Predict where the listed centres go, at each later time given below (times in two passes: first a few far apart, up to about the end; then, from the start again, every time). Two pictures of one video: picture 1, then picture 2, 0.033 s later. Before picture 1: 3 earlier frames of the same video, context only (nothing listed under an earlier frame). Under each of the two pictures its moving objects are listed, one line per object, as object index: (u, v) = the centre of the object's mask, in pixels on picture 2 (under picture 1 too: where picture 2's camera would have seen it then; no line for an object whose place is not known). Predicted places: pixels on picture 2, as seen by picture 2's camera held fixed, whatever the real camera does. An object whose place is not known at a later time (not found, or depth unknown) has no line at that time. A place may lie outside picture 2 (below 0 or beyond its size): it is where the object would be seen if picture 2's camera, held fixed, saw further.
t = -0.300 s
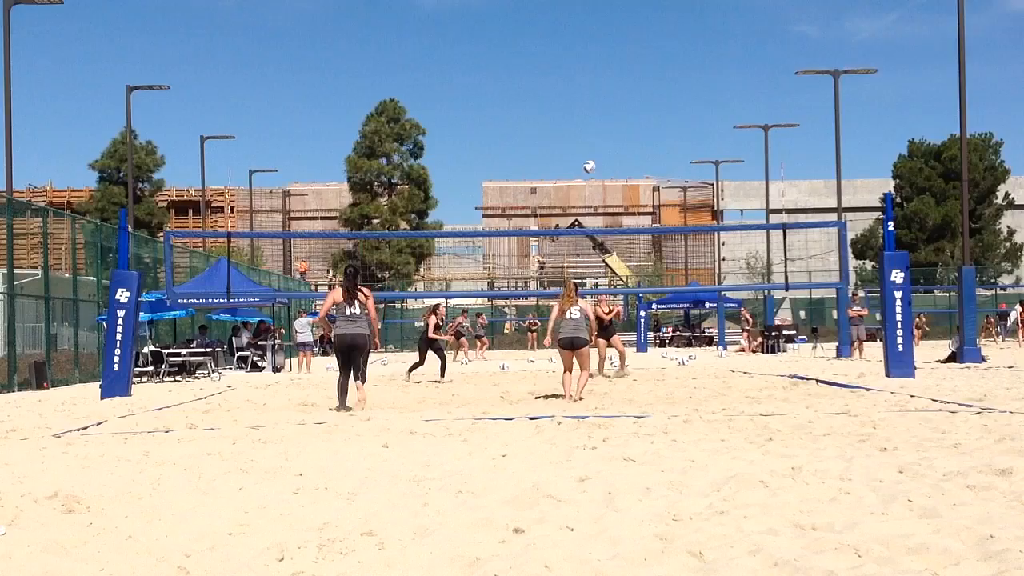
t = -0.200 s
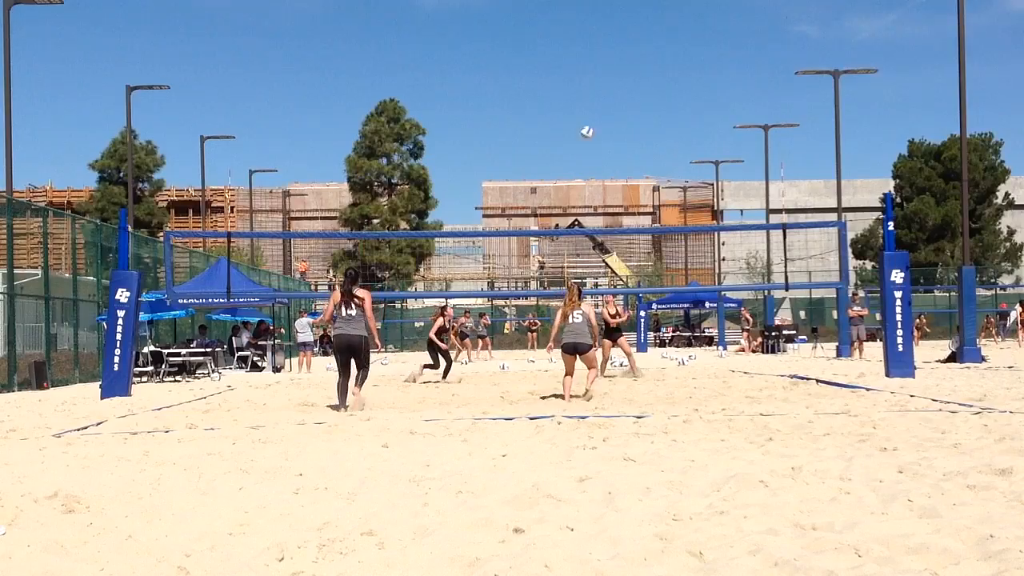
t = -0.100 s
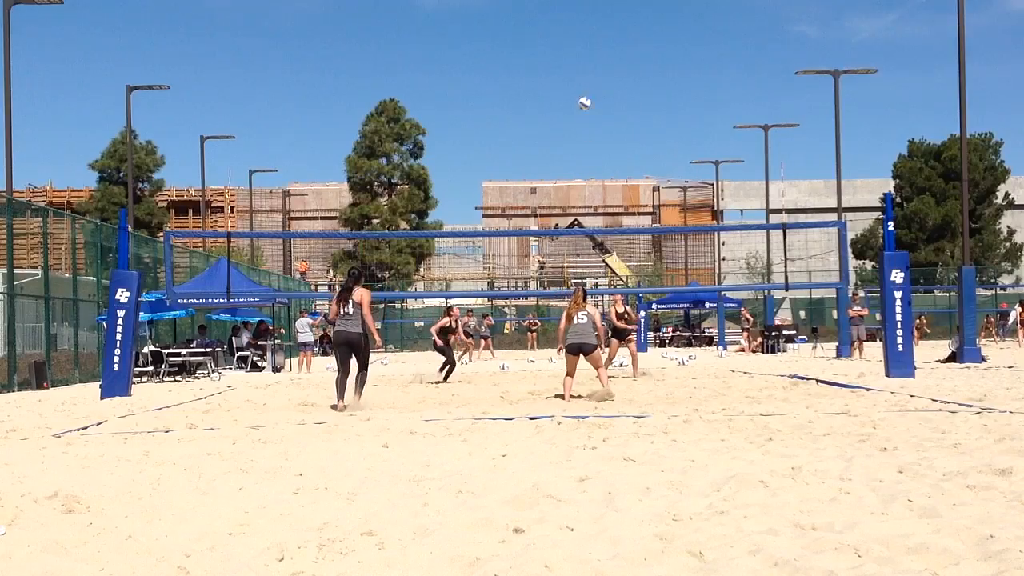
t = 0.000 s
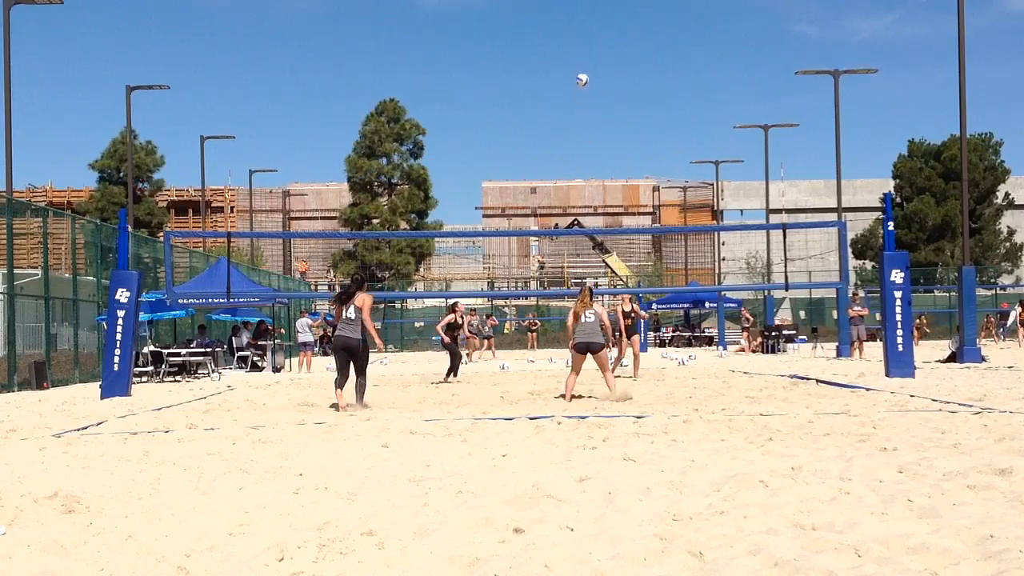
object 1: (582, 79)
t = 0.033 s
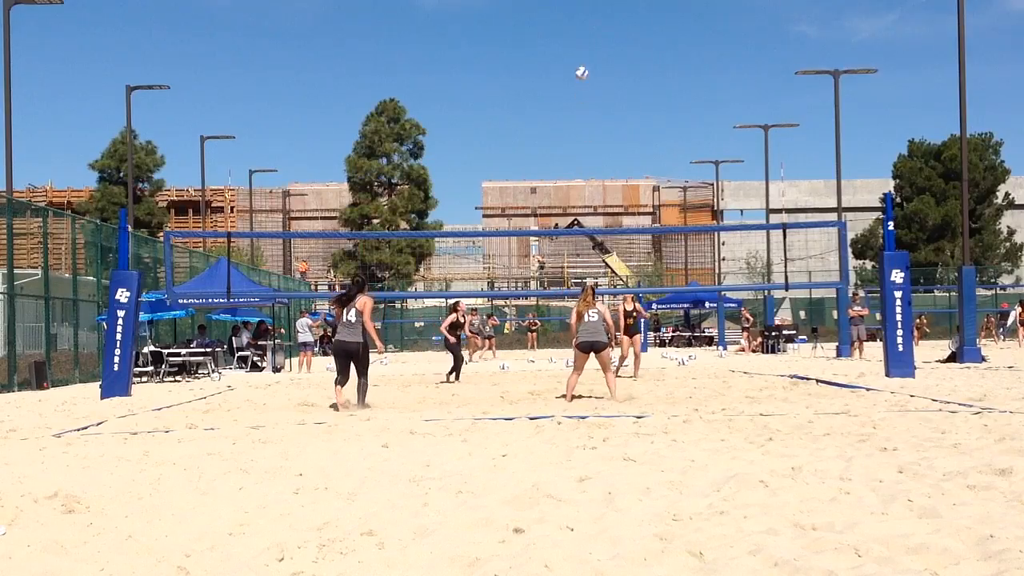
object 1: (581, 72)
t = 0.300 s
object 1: (576, 42)
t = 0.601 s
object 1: (571, 56)
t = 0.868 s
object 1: (568, 114)
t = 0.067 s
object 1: (581, 67)
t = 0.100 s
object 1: (580, 61)
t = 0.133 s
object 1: (580, 56)
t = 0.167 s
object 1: (579, 52)
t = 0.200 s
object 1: (578, 48)
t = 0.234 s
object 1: (577, 46)
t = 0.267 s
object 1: (577, 44)
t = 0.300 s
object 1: (576, 42)
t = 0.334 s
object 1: (576, 41)
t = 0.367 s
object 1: (575, 40)
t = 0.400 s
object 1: (574, 40)
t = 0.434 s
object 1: (574, 41)
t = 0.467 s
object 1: (573, 43)
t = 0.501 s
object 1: (573, 45)
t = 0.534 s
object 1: (572, 48)
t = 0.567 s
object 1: (572, 52)
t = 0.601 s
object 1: (571, 56)
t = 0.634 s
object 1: (571, 61)
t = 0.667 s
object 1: (571, 66)
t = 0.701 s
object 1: (570, 72)
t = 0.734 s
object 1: (569, 79)
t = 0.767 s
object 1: (569, 87)
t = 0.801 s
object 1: (569, 95)
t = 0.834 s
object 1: (569, 104)
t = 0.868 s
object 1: (568, 114)
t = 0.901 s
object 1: (568, 124)
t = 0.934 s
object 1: (568, 135)
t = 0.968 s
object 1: (568, 147)
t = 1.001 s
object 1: (568, 159)
